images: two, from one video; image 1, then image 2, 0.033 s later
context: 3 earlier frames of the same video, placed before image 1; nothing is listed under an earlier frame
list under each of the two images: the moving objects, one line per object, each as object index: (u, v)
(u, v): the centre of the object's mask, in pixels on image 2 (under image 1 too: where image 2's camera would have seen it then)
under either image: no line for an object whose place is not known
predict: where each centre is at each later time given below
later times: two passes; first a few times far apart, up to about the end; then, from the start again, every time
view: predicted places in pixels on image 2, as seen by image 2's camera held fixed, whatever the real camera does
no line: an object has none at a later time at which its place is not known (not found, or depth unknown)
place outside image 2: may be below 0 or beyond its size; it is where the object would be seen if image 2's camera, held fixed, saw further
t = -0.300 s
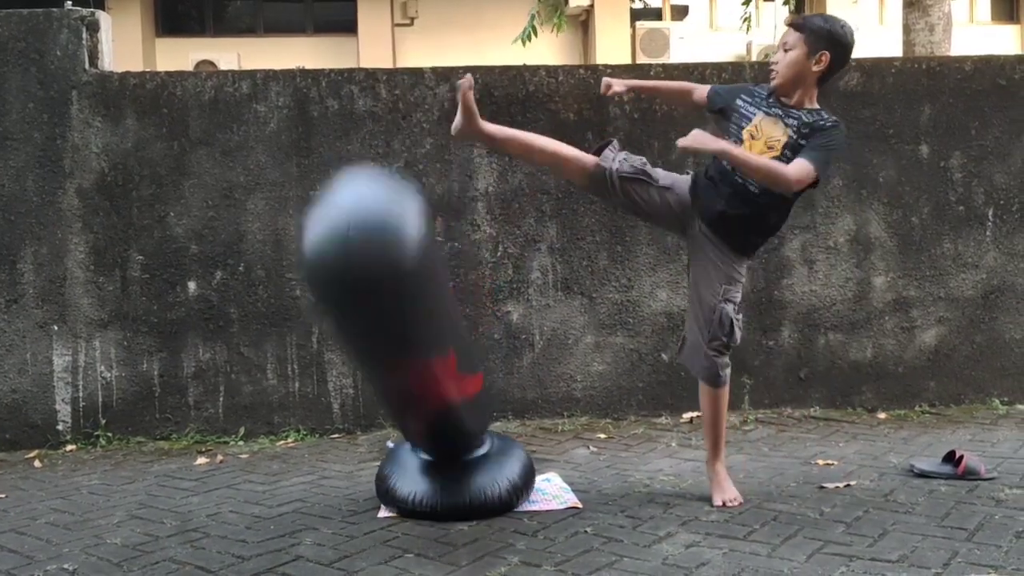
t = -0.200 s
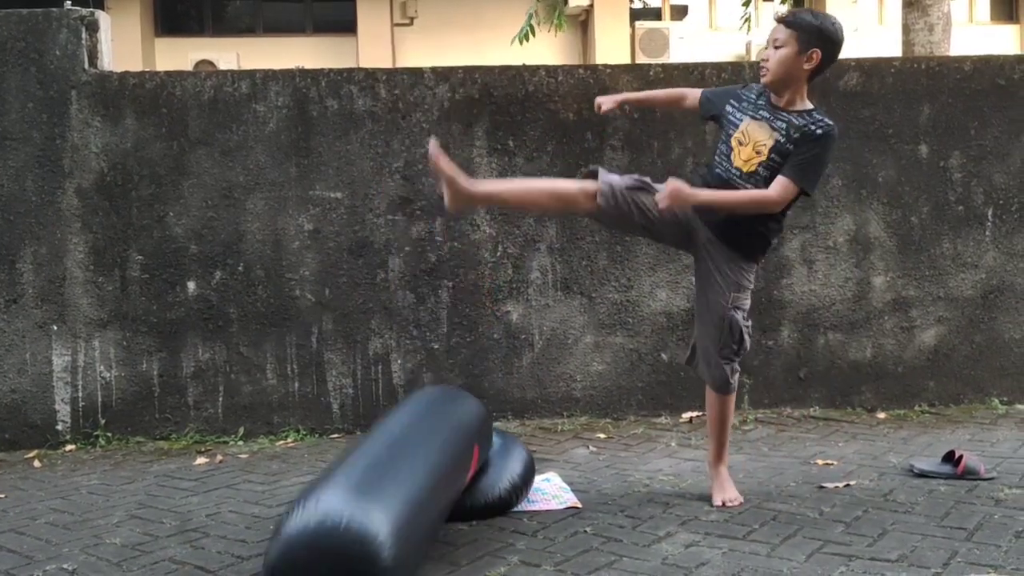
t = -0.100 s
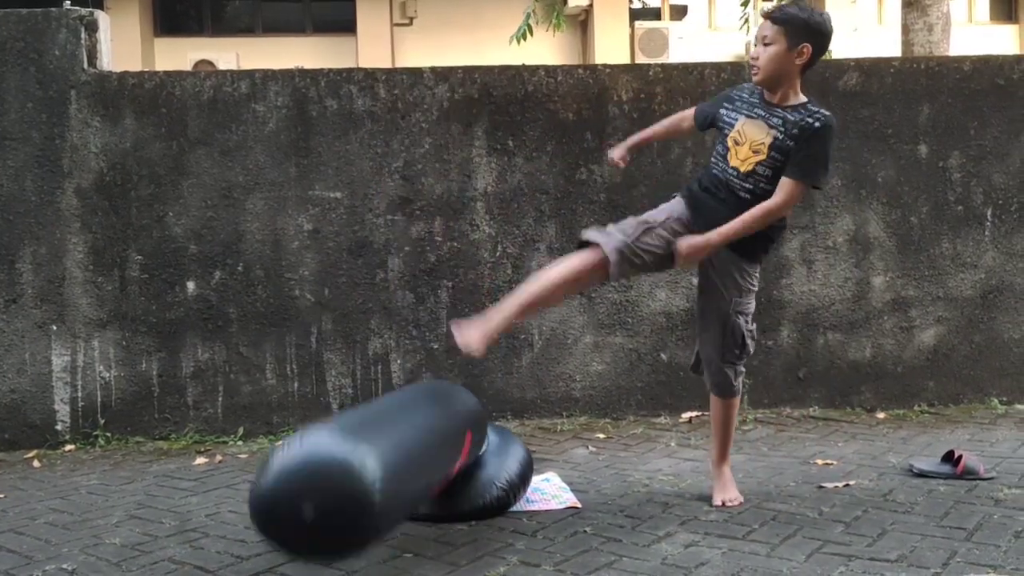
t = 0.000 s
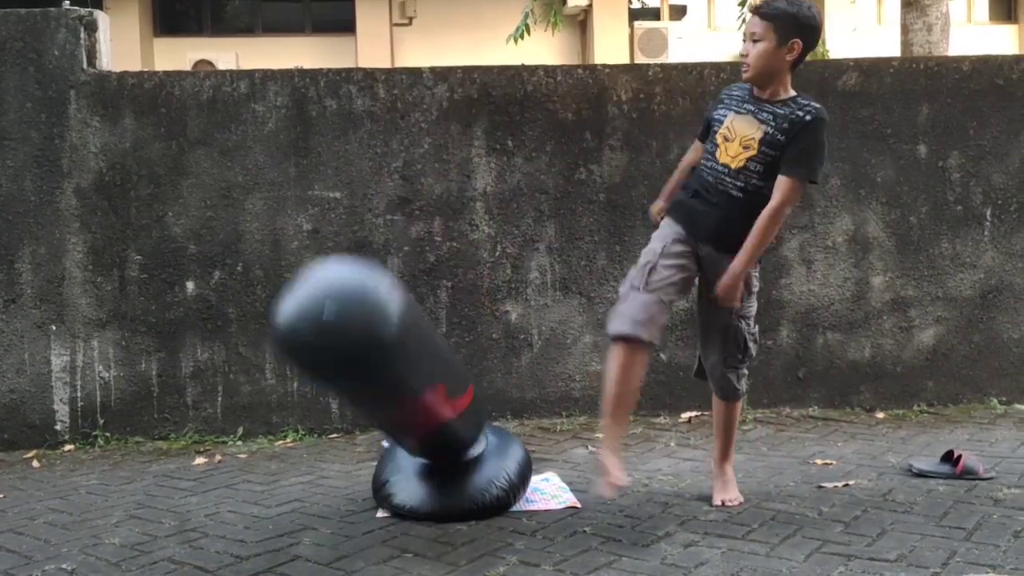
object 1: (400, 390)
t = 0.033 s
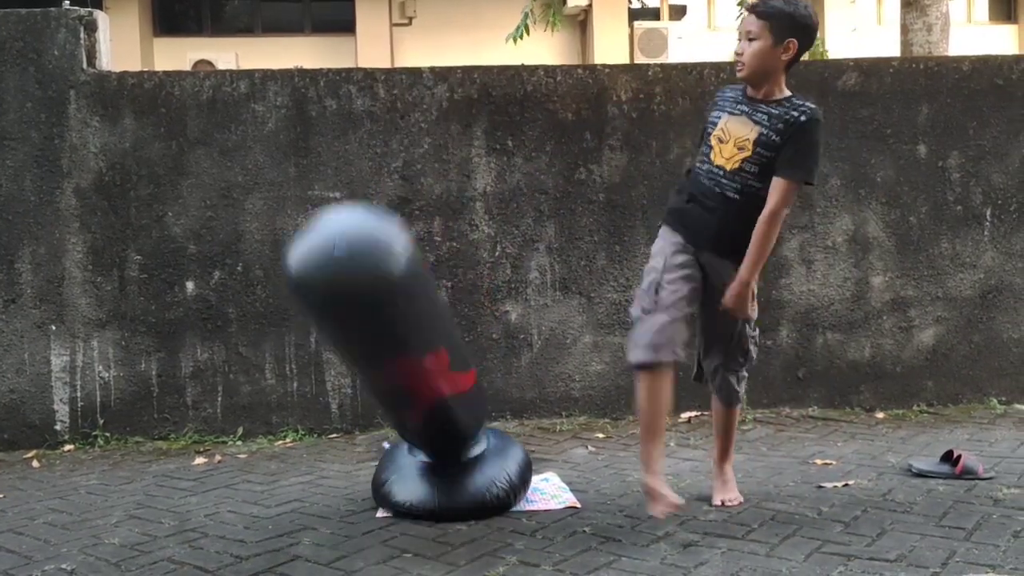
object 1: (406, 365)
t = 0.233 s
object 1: (429, 285)
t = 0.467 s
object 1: (443, 330)
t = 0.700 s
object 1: (442, 329)
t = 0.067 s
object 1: (411, 340)
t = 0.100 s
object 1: (415, 320)
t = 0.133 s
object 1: (419, 304)
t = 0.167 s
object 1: (423, 292)
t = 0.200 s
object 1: (426, 285)
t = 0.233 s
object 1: (429, 285)
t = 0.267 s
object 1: (432, 289)
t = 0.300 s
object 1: (435, 296)
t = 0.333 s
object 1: (437, 304)
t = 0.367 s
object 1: (440, 312)
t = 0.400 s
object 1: (441, 318)
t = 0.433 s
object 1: (442, 324)
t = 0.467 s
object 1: (443, 330)
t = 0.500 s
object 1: (443, 334)
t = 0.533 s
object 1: (444, 337)
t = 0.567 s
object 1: (444, 338)
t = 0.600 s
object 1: (444, 337)
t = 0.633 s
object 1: (444, 336)
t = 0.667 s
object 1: (443, 332)
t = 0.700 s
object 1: (442, 329)
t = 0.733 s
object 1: (442, 325)
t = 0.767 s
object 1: (440, 320)
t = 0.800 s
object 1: (439, 314)
